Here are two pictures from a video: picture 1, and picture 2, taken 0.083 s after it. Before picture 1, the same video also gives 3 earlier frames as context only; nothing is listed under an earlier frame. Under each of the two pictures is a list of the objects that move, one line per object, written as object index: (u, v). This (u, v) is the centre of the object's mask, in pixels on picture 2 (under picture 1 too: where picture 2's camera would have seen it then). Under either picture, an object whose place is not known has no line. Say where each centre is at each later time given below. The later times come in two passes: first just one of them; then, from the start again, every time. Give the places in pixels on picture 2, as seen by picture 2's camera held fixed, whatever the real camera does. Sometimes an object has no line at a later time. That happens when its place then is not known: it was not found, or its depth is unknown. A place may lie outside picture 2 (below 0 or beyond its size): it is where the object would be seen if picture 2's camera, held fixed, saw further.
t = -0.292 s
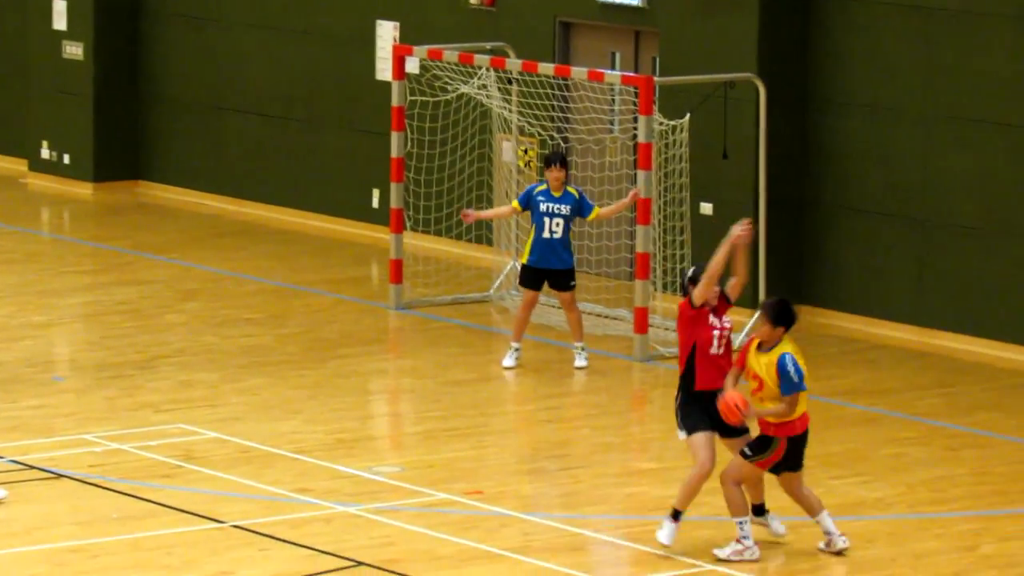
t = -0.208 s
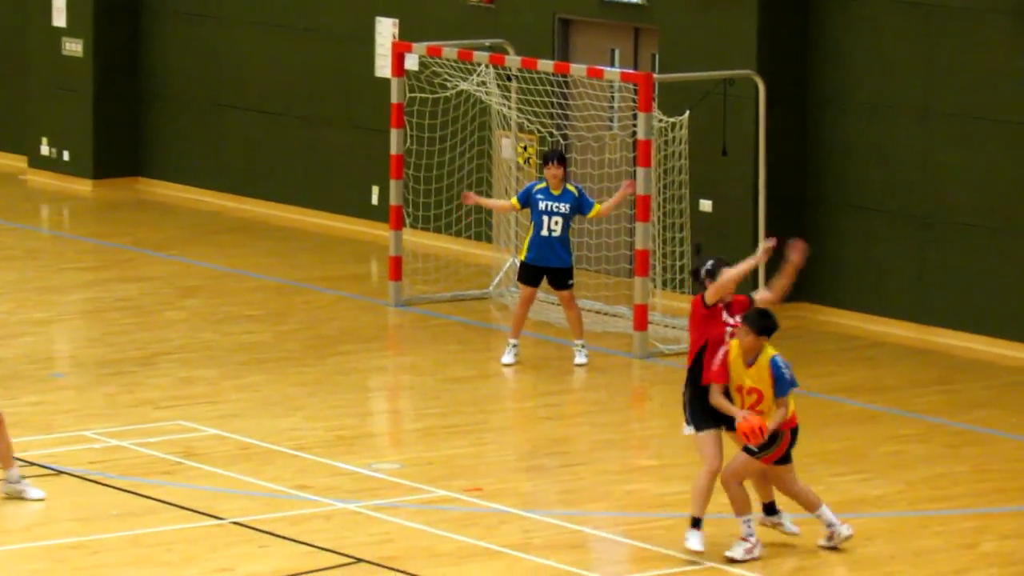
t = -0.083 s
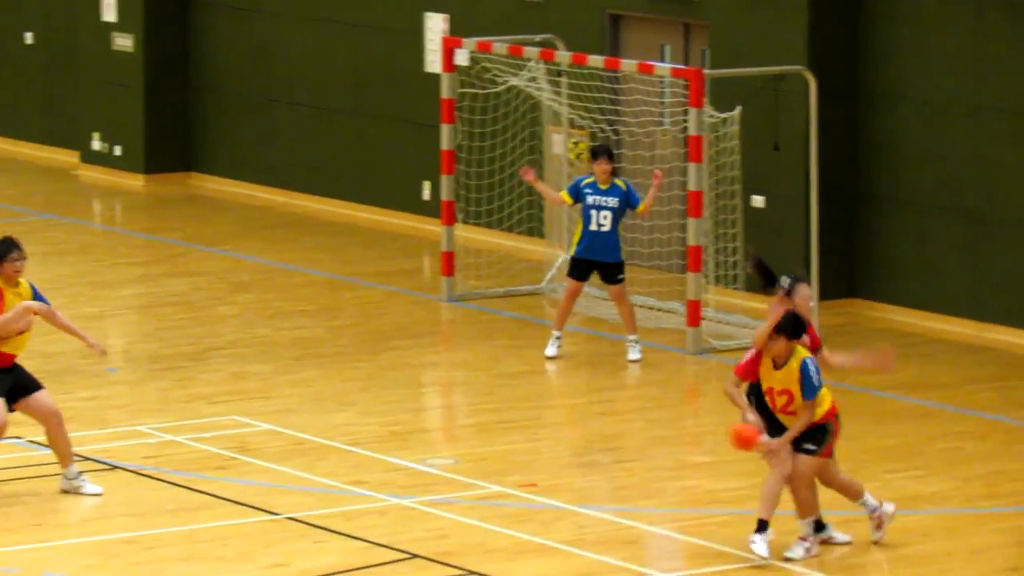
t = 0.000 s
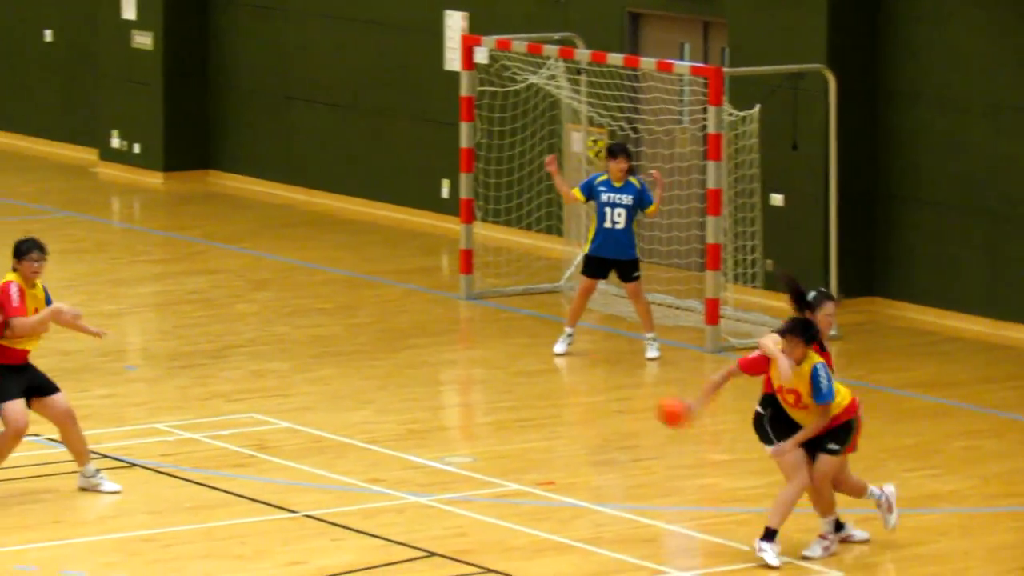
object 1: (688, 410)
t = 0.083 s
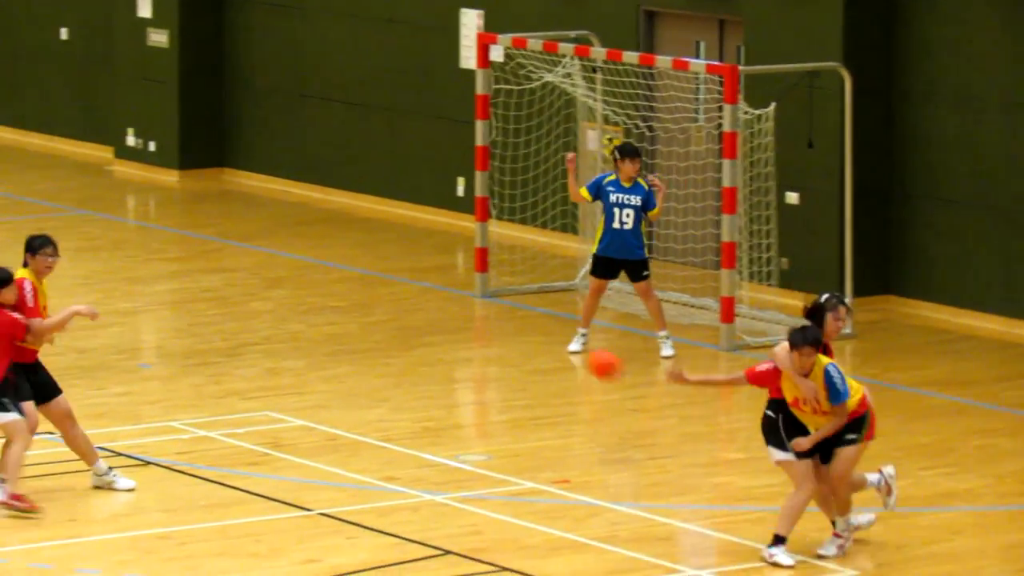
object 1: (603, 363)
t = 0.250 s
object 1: (443, 302)
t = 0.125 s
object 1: (560, 344)
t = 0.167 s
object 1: (522, 327)
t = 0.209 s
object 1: (482, 313)
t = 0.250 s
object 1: (443, 302)
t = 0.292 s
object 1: (405, 293)
